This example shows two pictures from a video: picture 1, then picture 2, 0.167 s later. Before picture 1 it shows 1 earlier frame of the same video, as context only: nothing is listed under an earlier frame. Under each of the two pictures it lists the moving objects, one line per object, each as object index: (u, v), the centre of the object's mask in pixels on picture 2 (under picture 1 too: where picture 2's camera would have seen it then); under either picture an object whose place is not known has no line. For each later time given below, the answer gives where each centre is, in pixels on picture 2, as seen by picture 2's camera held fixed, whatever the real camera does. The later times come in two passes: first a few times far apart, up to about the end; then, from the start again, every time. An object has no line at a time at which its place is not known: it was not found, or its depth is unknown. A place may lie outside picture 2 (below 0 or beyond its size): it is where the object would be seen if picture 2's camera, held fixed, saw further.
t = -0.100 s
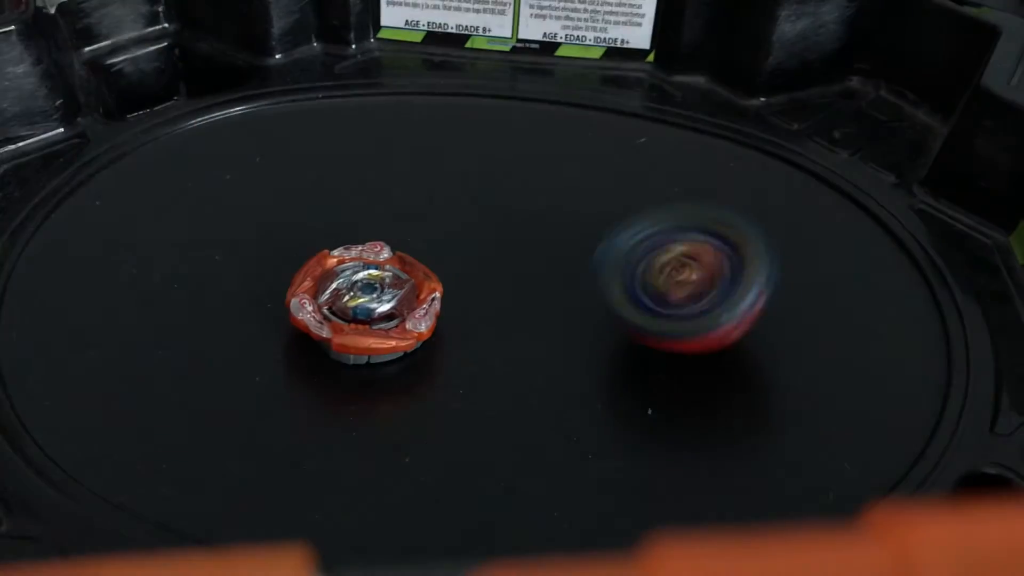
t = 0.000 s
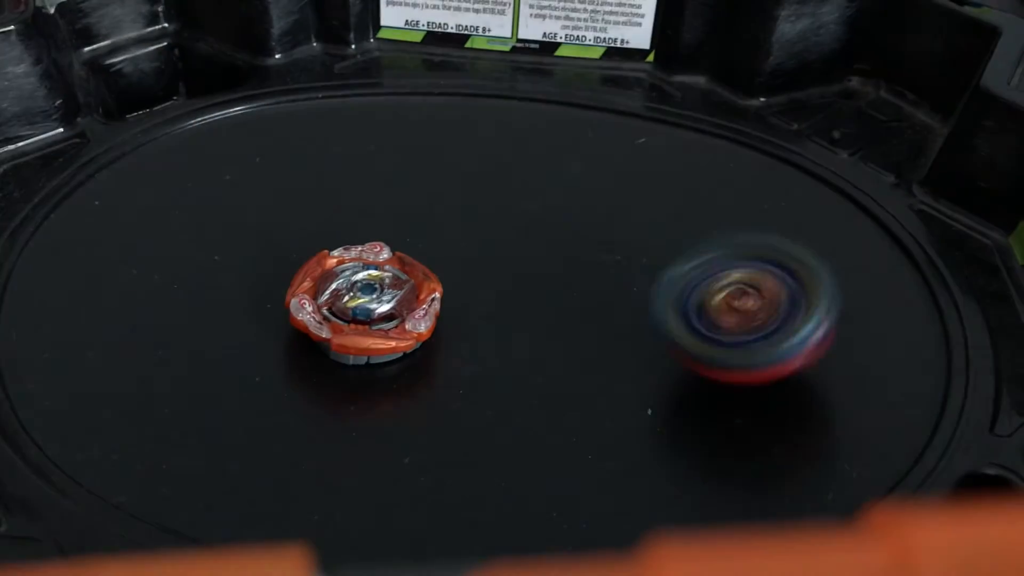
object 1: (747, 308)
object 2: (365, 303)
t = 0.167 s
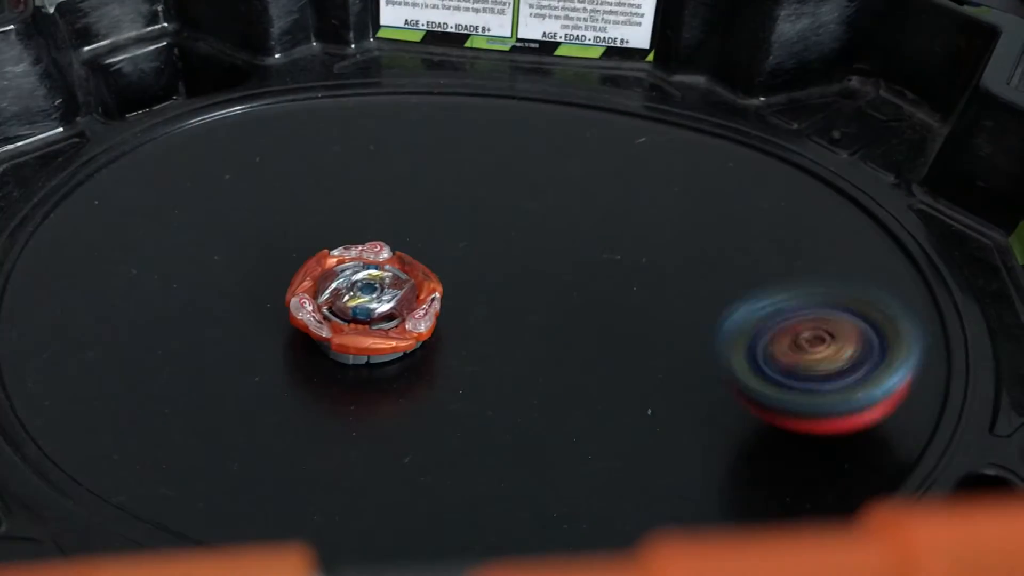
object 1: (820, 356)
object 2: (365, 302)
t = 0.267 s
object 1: (826, 379)
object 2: (365, 302)
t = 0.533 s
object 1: (676, 388)
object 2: (365, 303)
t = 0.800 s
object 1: (479, 339)
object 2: (349, 280)
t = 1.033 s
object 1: (411, 337)
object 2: (348, 261)
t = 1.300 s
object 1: (425, 393)
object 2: (361, 263)
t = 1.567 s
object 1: (486, 324)
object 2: (359, 261)
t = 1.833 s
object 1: (516, 245)
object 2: (360, 262)
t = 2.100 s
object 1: (540, 206)
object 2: (360, 262)
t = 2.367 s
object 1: (505, 252)
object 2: (359, 263)
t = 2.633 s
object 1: (491, 327)
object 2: (359, 261)
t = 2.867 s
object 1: (505, 355)
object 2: (360, 262)
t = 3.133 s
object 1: (494, 306)
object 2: (357, 261)
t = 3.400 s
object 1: (511, 274)
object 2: (355, 259)
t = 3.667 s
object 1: (543, 262)
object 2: (356, 259)
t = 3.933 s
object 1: (518, 276)
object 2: (355, 259)
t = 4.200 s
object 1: (496, 306)
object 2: (355, 258)
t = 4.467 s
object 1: (494, 311)
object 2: (355, 258)
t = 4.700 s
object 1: (465, 302)
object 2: (345, 250)
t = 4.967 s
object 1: (493, 336)
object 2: (352, 252)
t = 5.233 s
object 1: (511, 320)
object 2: (351, 252)
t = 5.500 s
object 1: (516, 277)
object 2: (351, 252)
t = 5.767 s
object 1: (517, 237)
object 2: (352, 252)
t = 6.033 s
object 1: (499, 235)
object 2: (351, 252)
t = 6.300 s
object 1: (496, 273)
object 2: (348, 252)
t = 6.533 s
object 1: (466, 300)
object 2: (346, 250)
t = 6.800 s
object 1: (421, 316)
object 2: (340, 241)
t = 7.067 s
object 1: (439, 314)
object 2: (345, 245)
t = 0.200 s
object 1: (826, 365)
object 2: (365, 303)
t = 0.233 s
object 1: (829, 372)
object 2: (365, 303)
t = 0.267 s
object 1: (826, 379)
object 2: (365, 302)
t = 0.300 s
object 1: (819, 386)
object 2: (365, 303)
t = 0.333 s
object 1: (809, 391)
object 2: (365, 303)
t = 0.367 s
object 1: (795, 394)
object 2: (365, 303)
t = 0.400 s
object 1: (774, 396)
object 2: (365, 303)
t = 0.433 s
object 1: (754, 396)
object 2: (365, 303)
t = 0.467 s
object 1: (730, 394)
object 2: (365, 302)
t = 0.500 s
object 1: (703, 391)
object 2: (365, 303)
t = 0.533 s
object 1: (676, 388)
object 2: (365, 303)
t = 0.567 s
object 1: (648, 383)
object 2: (365, 303)
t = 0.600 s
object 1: (619, 377)
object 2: (365, 303)
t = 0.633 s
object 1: (591, 371)
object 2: (365, 303)
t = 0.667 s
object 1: (564, 363)
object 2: (365, 303)
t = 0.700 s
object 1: (535, 354)
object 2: (365, 302)
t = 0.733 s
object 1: (511, 346)
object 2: (362, 302)
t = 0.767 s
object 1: (486, 334)
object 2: (353, 295)
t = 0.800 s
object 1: (479, 339)
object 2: (349, 280)
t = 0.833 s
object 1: (473, 346)
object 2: (348, 275)
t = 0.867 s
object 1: (468, 345)
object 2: (350, 271)
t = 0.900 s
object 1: (458, 347)
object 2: (353, 272)
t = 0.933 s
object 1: (449, 347)
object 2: (349, 269)
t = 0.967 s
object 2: (349, 267)
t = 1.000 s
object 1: (423, 340)
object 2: (348, 263)
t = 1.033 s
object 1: (411, 337)
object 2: (348, 261)
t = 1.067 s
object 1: (395, 344)
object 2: (355, 254)
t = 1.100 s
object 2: (360, 256)
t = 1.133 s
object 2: (361, 258)
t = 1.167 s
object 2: (361, 260)
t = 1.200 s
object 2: (361, 260)
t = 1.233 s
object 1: (405, 388)
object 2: (361, 262)
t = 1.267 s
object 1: (413, 391)
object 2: (361, 262)
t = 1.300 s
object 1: (425, 393)
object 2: (361, 263)
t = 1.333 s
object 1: (437, 391)
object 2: (361, 263)
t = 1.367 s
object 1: (450, 386)
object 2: (361, 262)
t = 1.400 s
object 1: (460, 379)
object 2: (361, 263)
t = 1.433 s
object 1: (469, 370)
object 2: (361, 262)
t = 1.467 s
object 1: (475, 359)
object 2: (361, 262)
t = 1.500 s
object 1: (480, 349)
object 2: (360, 261)
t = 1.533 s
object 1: (482, 337)
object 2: (360, 261)
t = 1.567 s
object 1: (486, 324)
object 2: (359, 261)
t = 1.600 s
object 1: (486, 312)
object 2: (357, 261)
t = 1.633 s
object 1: (487, 299)
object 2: (355, 261)
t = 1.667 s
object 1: (483, 286)
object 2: (354, 261)
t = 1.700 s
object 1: (483, 275)
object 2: (353, 262)
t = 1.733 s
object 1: (488, 266)
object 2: (354, 262)
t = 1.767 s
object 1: (495, 260)
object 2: (355, 263)
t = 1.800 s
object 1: (507, 250)
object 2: (359, 263)
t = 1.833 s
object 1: (516, 245)
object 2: (360, 262)
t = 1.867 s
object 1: (521, 236)
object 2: (360, 262)
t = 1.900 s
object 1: (529, 230)
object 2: (360, 262)
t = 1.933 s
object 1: (533, 224)
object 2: (360, 263)
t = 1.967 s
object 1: (539, 219)
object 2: (360, 262)
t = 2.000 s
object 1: (540, 214)
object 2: (360, 263)
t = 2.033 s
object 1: (543, 210)
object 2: (360, 262)
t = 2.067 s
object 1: (542, 206)
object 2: (360, 263)
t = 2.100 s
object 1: (540, 206)
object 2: (360, 262)
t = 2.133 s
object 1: (535, 205)
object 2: (360, 262)
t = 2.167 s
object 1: (531, 209)
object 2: (360, 262)
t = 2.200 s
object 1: (525, 214)
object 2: (360, 262)
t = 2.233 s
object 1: (521, 220)
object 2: (360, 262)
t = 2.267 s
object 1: (516, 227)
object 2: (360, 262)
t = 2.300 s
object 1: (512, 236)
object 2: (360, 263)
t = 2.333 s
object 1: (507, 244)
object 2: (359, 262)
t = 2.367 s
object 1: (505, 252)
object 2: (359, 263)
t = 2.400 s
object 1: (503, 262)
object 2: (358, 262)
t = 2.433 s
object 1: (504, 271)
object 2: (358, 262)
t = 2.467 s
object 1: (500, 282)
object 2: (358, 262)
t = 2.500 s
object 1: (498, 291)
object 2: (358, 262)
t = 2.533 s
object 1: (495, 303)
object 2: (358, 261)
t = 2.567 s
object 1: (491, 310)
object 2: (358, 261)
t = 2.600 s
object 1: (493, 320)
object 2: (359, 261)
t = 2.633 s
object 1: (491, 327)
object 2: (359, 261)
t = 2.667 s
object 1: (493, 336)
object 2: (360, 262)
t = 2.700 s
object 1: (492, 341)
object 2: (360, 262)
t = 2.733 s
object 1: (495, 348)
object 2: (360, 262)
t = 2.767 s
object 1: (496, 351)
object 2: (360, 262)
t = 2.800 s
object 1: (498, 355)
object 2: (360, 262)
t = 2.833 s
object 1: (501, 355)
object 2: (360, 262)
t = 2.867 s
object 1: (505, 355)
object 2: (360, 262)
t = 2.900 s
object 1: (505, 352)
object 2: (360, 262)
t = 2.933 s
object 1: (507, 349)
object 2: (360, 262)
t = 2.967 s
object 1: (506, 345)
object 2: (360, 262)
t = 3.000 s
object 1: (507, 337)
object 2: (360, 262)
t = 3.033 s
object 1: (505, 330)
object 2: (360, 262)
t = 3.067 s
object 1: (501, 323)
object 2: (359, 262)
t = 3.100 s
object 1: (500, 314)
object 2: (359, 261)
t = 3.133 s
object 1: (494, 306)
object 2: (357, 261)
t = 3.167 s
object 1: (490, 297)
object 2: (355, 261)
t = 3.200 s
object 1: (482, 290)
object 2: (352, 261)
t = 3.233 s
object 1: (480, 283)
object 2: (349, 259)
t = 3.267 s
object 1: (479, 279)
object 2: (348, 258)
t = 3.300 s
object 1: (487, 277)
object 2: (349, 258)
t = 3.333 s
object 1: (497, 276)
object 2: (353, 258)
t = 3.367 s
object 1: (503, 275)
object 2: (354, 259)
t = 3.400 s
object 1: (511, 274)
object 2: (355, 259)
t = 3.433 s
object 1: (515, 272)
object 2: (355, 259)
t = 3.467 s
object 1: (523, 270)
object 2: (355, 259)
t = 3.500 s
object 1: (530, 270)
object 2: (355, 259)
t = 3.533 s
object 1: (533, 268)
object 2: (355, 259)
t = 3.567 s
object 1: (540, 267)
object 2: (356, 259)
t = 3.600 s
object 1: (541, 264)
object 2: (355, 259)
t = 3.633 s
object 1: (546, 262)
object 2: (356, 259)
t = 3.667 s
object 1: (543, 262)
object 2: (356, 259)
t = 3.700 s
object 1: (541, 257)
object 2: (356, 259)
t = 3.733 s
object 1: (538, 259)
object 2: (356, 259)
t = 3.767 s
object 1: (532, 258)
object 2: (355, 259)
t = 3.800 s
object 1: (529, 261)
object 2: (356, 259)
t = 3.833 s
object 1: (525, 264)
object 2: (356, 259)
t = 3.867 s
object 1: (522, 268)
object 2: (356, 259)
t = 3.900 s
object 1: (522, 271)
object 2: (355, 259)
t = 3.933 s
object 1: (518, 276)
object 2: (355, 259)
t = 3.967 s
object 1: (518, 278)
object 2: (355, 259)
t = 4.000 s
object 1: (514, 283)
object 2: (355, 259)
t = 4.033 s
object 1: (511, 286)
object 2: (355, 259)
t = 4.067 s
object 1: (510, 291)
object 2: (355, 259)
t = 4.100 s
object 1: (506, 296)
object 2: (355, 259)
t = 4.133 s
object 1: (504, 298)
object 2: (355, 258)
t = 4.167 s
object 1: (501, 304)
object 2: (355, 258)
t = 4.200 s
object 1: (496, 306)
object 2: (355, 258)
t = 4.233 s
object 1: (497, 311)
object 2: (355, 258)
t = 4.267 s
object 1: (494, 313)
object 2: (355, 258)
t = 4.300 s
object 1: (494, 314)
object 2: (355, 258)
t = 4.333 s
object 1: (495, 317)
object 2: (355, 258)
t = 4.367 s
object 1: (494, 317)
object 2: (355, 258)
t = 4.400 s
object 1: (497, 317)
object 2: (355, 258)
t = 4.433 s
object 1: (496, 316)
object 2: (355, 258)
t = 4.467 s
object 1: (494, 311)
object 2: (355, 258)
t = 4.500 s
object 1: (494, 308)
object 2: (355, 258)
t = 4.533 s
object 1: (491, 306)
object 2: (353, 258)
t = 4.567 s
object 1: (483, 302)
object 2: (351, 257)
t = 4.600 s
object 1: (478, 297)
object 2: (349, 257)
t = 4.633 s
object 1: (472, 296)
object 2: (348, 257)
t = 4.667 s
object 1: (463, 292)
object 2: (344, 255)
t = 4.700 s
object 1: (465, 302)
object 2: (345, 250)
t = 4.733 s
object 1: (463, 308)
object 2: (349, 250)
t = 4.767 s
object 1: (466, 310)
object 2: (348, 248)
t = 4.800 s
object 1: (475, 316)
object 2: (351, 251)
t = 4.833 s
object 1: (481, 322)
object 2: (351, 250)
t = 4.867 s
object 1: (482, 327)
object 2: (352, 252)
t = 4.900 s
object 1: (485, 328)
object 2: (352, 252)
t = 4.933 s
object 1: (493, 333)
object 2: (352, 251)
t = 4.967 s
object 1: (493, 336)
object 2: (352, 252)
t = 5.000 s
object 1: (494, 334)
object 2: (352, 252)
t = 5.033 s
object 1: (504, 336)
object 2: (352, 252)
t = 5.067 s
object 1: (503, 336)
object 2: (352, 252)
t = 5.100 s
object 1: (500, 335)
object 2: (352, 252)
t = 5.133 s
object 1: (506, 331)
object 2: (351, 252)
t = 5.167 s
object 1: (510, 329)
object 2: (352, 252)
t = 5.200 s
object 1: (509, 327)
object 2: (352, 252)
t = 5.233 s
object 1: (511, 320)
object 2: (351, 252)
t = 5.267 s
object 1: (512, 318)
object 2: (352, 252)
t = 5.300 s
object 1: (513, 316)
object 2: (352, 252)
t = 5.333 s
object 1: (512, 308)
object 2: (351, 252)
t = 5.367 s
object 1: (515, 301)
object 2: (351, 252)
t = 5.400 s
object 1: (516, 296)
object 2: (351, 252)
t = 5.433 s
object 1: (516, 291)
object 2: (351, 252)
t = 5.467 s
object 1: (515, 286)
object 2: (352, 252)
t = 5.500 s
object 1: (516, 277)
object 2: (351, 252)
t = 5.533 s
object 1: (520, 270)
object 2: (352, 252)
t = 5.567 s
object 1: (520, 265)
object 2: (352, 252)
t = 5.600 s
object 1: (520, 261)
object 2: (351, 252)
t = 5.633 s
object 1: (521, 254)
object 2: (352, 252)
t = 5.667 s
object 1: (522, 249)
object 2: (351, 252)
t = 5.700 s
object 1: (522, 246)
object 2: (352, 252)
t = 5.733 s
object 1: (518, 242)
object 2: (352, 252)
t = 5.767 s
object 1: (517, 237)
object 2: (352, 252)
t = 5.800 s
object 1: (519, 235)
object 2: (351, 252)
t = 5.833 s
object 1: (514, 236)
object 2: (351, 252)
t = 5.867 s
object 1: (509, 232)
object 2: (351, 252)
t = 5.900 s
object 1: (511, 231)
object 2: (351, 252)
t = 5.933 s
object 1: (509, 232)
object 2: (352, 252)
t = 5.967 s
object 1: (502, 234)
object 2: (351, 252)
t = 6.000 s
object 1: (500, 233)
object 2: (351, 252)
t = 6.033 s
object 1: (499, 235)
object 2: (351, 252)
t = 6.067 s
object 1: (495, 238)
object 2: (350, 252)
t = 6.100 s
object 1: (493, 243)
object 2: (347, 251)
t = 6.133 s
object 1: (495, 249)
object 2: (347, 252)
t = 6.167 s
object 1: (495, 253)
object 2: (348, 252)
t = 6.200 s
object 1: (495, 256)
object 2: (348, 252)
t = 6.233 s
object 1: (497, 260)
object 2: (349, 252)
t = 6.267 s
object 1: (500, 267)
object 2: (349, 252)
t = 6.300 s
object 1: (496, 273)
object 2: (348, 252)
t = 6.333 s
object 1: (492, 276)
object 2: (348, 252)
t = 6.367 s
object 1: (491, 278)
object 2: (348, 252)
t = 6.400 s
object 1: (491, 281)
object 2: (349, 252)
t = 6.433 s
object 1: (487, 287)
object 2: (348, 252)
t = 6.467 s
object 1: (480, 293)
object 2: (347, 252)
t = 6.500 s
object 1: (473, 296)
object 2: (346, 251)
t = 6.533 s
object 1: (466, 300)
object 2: (346, 250)
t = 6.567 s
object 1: (460, 303)
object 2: (346, 250)
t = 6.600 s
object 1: (454, 307)
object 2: (345, 249)
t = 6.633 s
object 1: (445, 311)
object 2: (341, 247)
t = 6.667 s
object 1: (438, 314)
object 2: (343, 245)
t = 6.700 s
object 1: (434, 316)
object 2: (344, 245)
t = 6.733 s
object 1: (433, 319)
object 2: (344, 245)
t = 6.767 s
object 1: (427, 320)
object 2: (342, 244)
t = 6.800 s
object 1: (421, 316)
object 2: (340, 241)
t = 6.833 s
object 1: (419, 318)
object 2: (342, 239)
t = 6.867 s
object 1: (418, 322)
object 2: (345, 241)
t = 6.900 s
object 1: (420, 323)
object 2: (346, 243)
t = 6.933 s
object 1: (426, 321)
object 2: (345, 244)
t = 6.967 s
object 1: (430, 323)
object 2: (343, 243)
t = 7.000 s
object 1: (429, 323)
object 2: (344, 241)
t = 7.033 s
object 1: (431, 322)
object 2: (345, 243)
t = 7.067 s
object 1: (439, 314)
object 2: (345, 245)
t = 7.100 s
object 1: (449, 314)
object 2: (344, 246)
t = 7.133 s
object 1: (458, 314)
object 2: (344, 246)
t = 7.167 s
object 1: (462, 316)
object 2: (346, 247)
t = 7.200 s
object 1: (461, 316)
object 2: (347, 248)
